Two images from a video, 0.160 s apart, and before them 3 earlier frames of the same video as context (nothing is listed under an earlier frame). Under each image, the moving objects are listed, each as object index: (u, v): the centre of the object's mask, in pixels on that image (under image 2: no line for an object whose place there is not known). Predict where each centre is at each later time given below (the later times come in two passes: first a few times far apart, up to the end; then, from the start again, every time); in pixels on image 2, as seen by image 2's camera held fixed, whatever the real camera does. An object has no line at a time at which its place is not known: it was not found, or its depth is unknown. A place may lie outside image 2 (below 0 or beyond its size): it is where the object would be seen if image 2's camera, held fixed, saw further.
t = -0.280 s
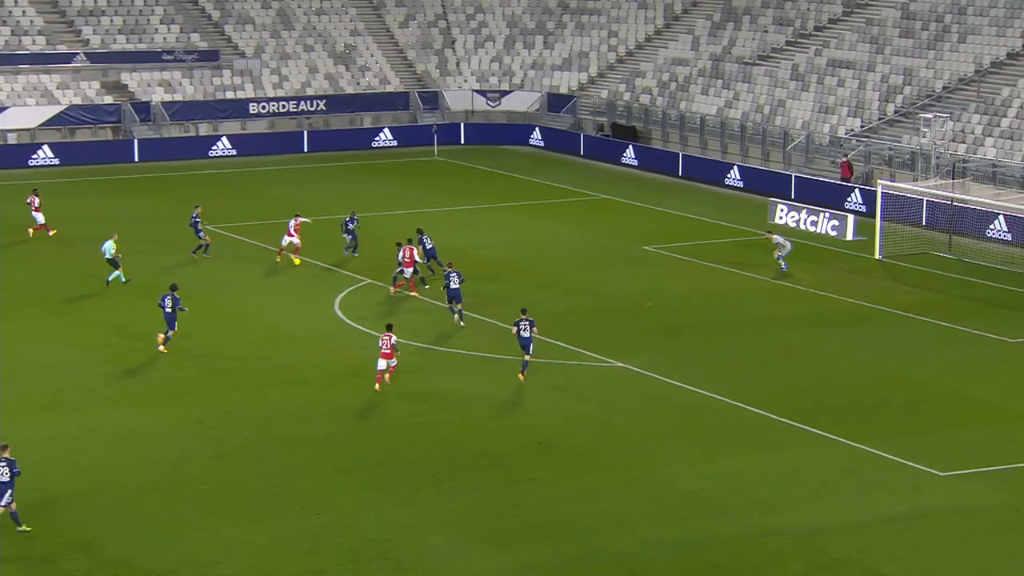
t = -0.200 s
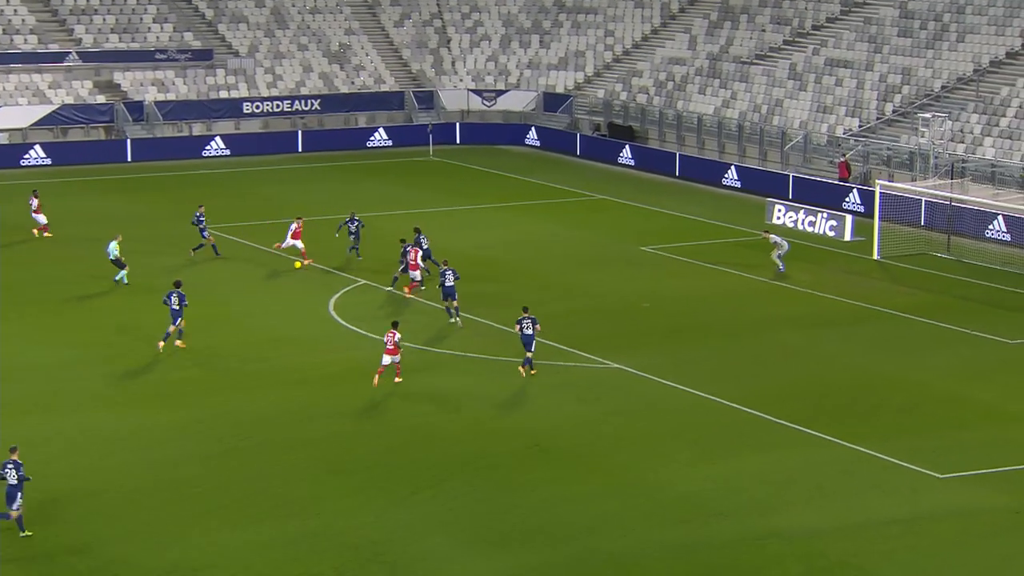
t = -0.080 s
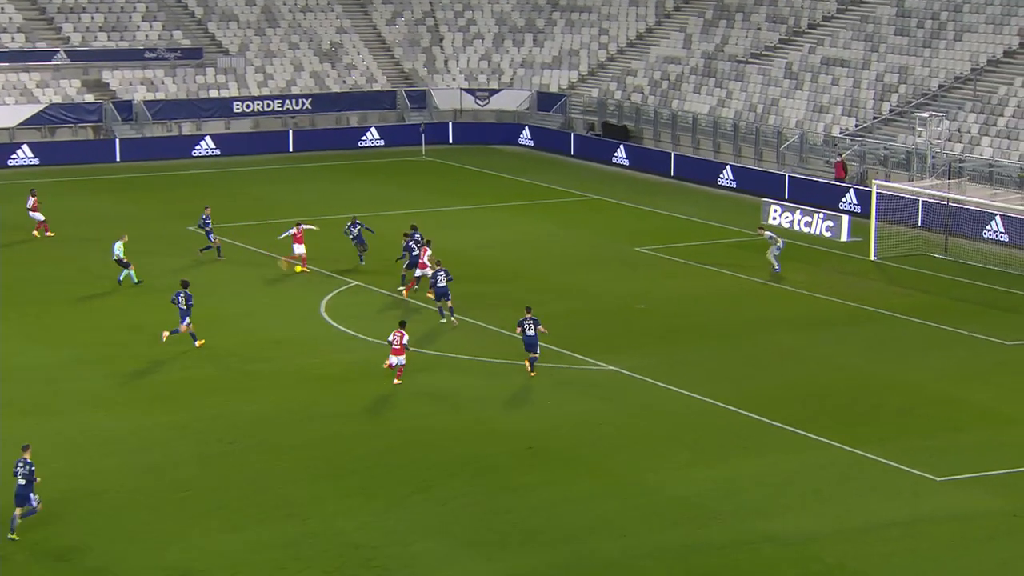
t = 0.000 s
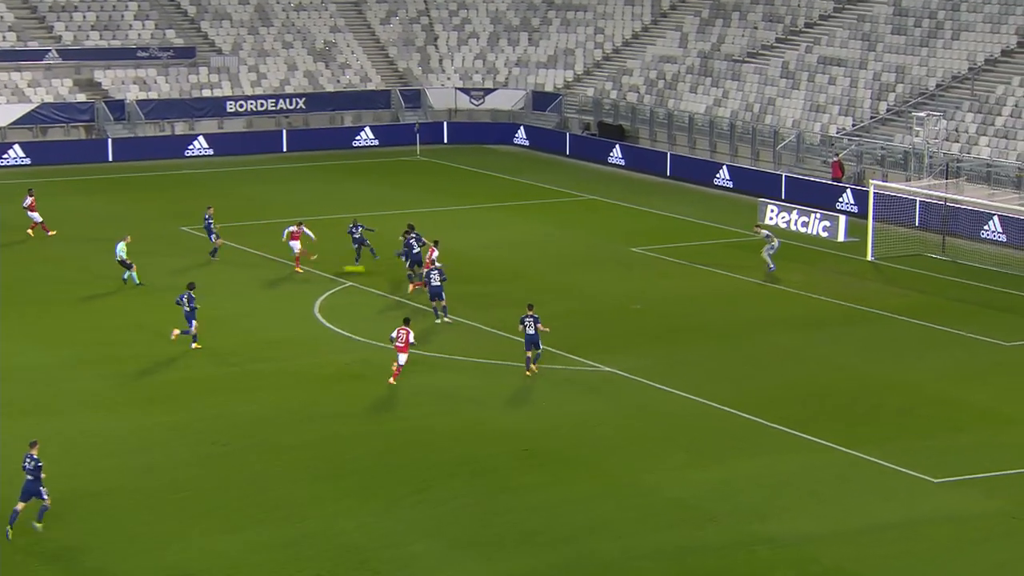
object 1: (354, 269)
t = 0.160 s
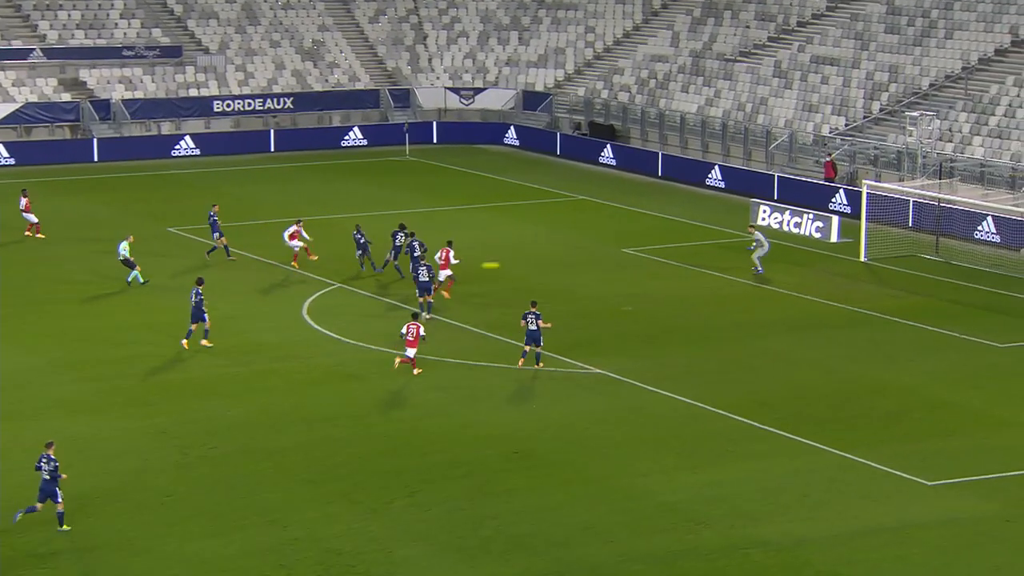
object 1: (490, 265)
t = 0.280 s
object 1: (586, 267)
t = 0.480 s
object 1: (727, 267)
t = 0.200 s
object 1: (523, 265)
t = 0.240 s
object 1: (555, 266)
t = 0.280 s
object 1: (586, 267)
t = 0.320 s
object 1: (617, 270)
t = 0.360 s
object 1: (647, 272)
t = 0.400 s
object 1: (674, 269)
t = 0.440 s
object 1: (701, 267)
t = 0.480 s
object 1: (727, 267)
